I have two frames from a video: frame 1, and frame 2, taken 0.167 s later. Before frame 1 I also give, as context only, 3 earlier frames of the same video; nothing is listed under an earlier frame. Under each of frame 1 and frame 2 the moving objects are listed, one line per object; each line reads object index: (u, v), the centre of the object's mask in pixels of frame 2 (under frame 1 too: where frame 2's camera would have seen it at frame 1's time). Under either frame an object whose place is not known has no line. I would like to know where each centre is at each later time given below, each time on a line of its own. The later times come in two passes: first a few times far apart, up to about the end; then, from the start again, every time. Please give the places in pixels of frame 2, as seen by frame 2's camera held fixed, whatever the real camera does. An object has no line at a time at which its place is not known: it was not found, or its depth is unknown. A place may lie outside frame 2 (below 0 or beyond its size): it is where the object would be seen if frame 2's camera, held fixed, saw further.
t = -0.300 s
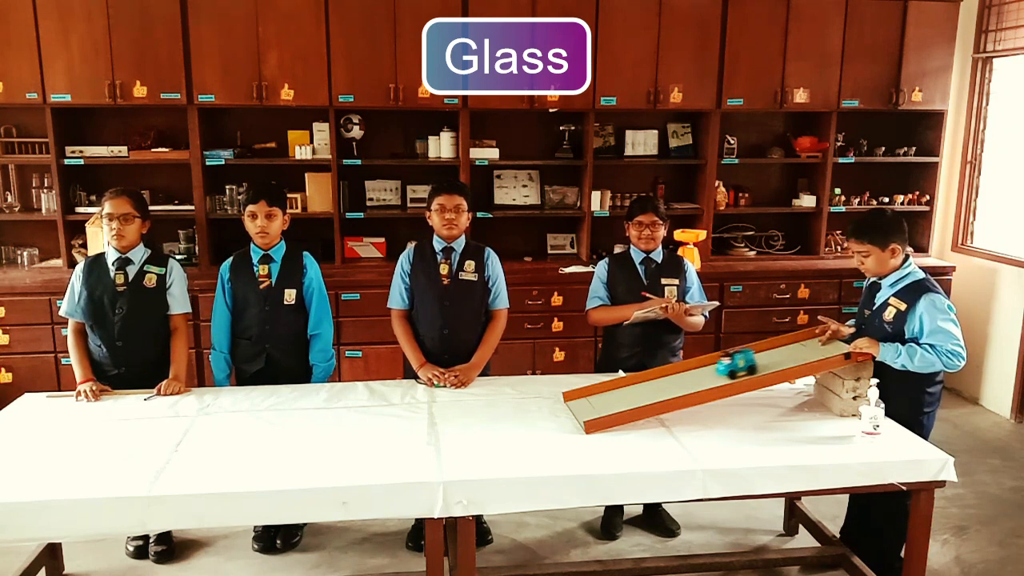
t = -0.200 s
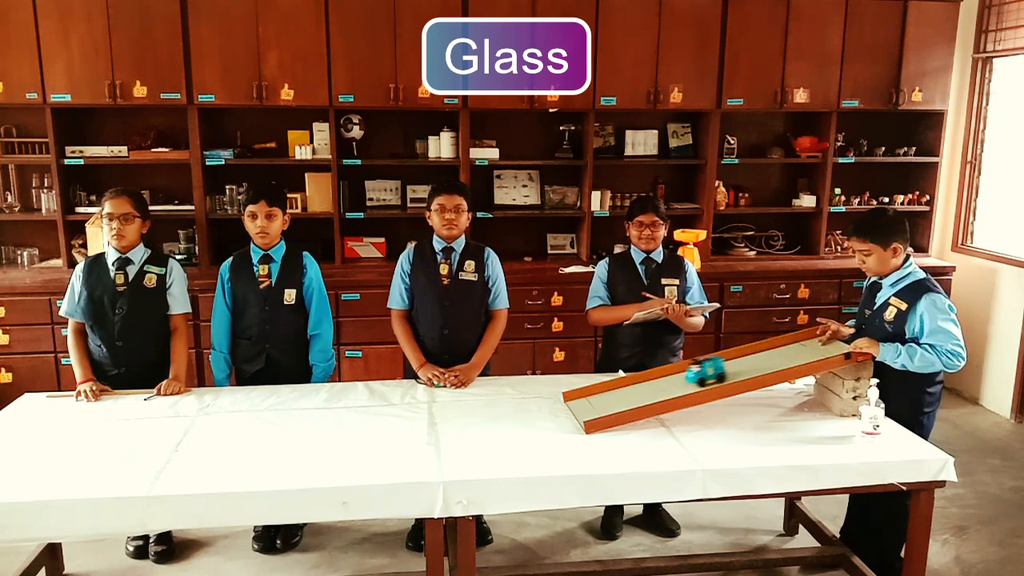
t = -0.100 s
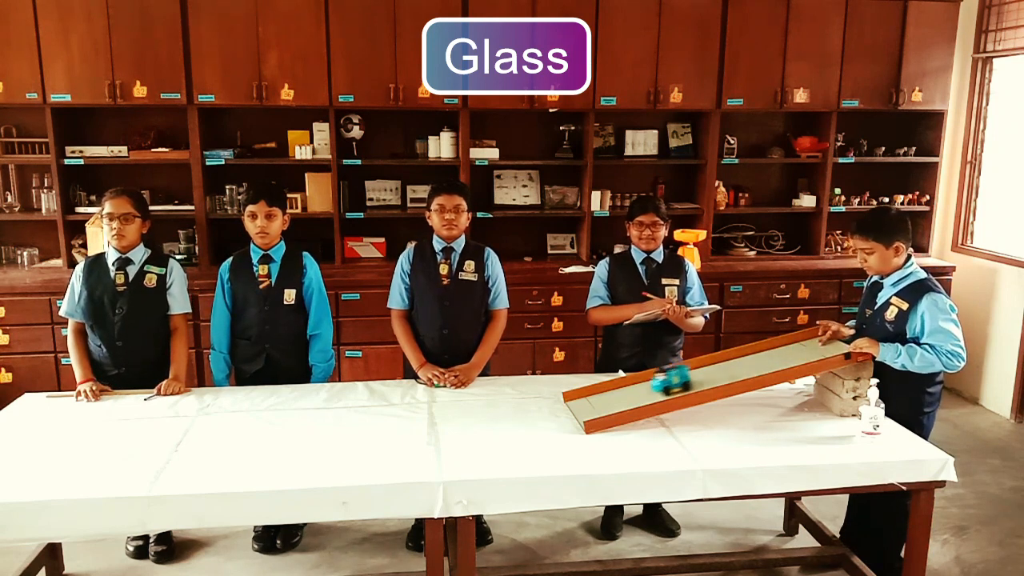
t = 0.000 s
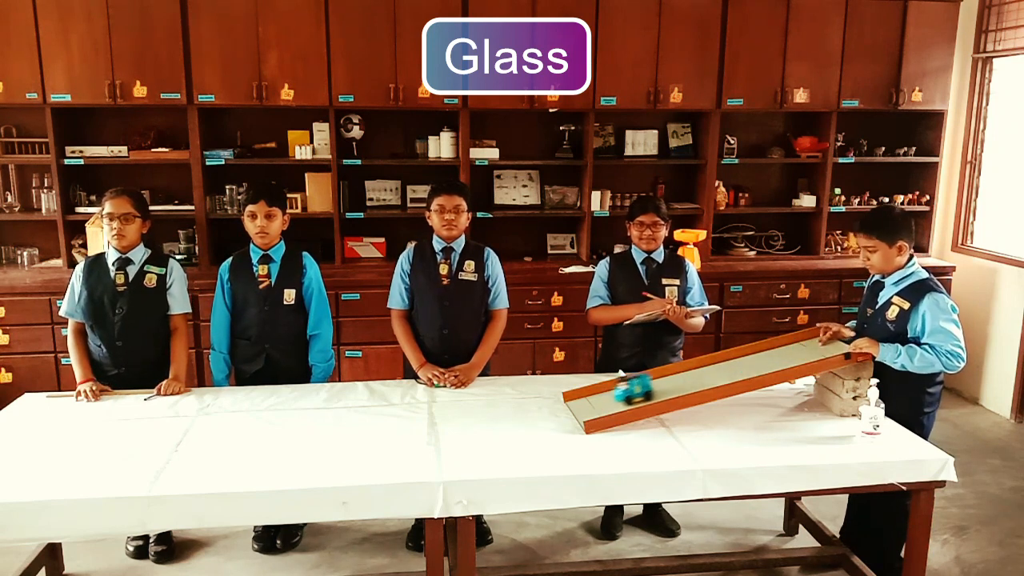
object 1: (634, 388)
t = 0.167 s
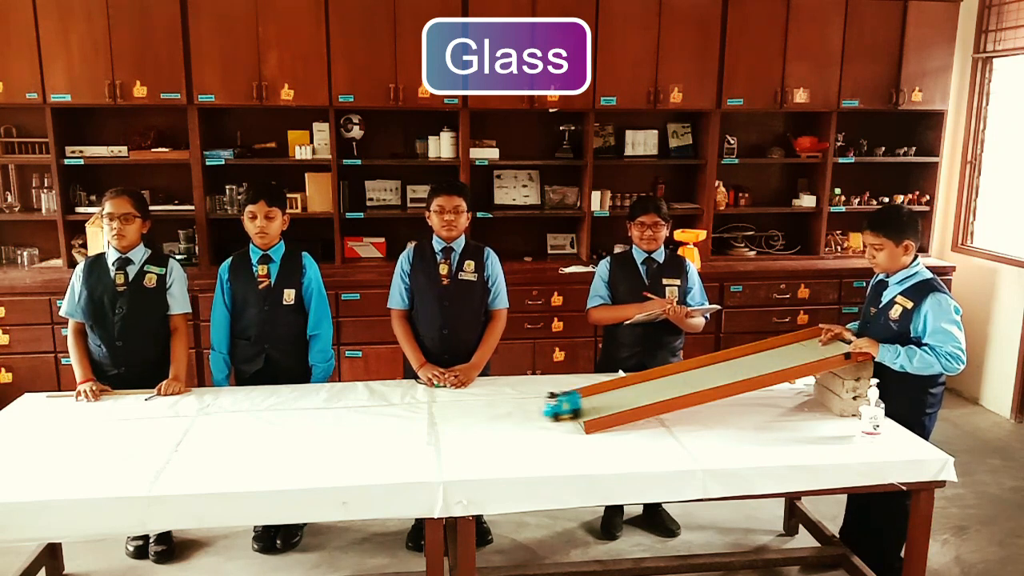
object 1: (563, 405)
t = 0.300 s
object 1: (506, 410)
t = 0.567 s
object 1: (406, 417)
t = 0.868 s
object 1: (309, 424)
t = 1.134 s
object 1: (235, 429)
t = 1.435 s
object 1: (167, 433)
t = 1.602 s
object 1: (137, 435)
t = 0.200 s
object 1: (548, 407)
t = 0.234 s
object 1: (534, 408)
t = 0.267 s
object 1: (519, 409)
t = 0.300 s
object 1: (506, 410)
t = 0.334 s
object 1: (493, 411)
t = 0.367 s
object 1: (479, 411)
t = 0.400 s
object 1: (467, 412)
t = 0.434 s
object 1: (454, 413)
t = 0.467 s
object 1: (442, 414)
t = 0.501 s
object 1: (430, 415)
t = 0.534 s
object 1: (417, 416)
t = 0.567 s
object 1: (406, 417)
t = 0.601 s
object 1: (395, 418)
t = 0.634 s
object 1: (383, 418)
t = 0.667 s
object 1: (372, 419)
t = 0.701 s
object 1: (361, 420)
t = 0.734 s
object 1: (351, 421)
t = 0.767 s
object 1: (340, 421)
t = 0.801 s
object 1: (329, 422)
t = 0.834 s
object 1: (319, 423)
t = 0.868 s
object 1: (309, 424)
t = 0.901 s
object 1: (298, 424)
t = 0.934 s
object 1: (289, 425)
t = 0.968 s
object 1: (280, 426)
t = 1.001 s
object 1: (270, 426)
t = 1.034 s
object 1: (261, 427)
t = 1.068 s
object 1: (253, 428)
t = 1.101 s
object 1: (244, 428)
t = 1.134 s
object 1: (235, 429)
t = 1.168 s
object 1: (226, 429)
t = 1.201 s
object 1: (219, 430)
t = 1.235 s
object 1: (211, 430)
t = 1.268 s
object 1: (203, 431)
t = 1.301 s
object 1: (195, 431)
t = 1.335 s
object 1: (188, 432)
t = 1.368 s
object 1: (181, 432)
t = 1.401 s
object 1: (174, 433)
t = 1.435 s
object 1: (167, 433)
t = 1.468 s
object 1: (161, 433)
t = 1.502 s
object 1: (155, 434)
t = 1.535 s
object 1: (148, 434)
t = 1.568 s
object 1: (143, 434)
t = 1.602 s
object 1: (137, 435)
